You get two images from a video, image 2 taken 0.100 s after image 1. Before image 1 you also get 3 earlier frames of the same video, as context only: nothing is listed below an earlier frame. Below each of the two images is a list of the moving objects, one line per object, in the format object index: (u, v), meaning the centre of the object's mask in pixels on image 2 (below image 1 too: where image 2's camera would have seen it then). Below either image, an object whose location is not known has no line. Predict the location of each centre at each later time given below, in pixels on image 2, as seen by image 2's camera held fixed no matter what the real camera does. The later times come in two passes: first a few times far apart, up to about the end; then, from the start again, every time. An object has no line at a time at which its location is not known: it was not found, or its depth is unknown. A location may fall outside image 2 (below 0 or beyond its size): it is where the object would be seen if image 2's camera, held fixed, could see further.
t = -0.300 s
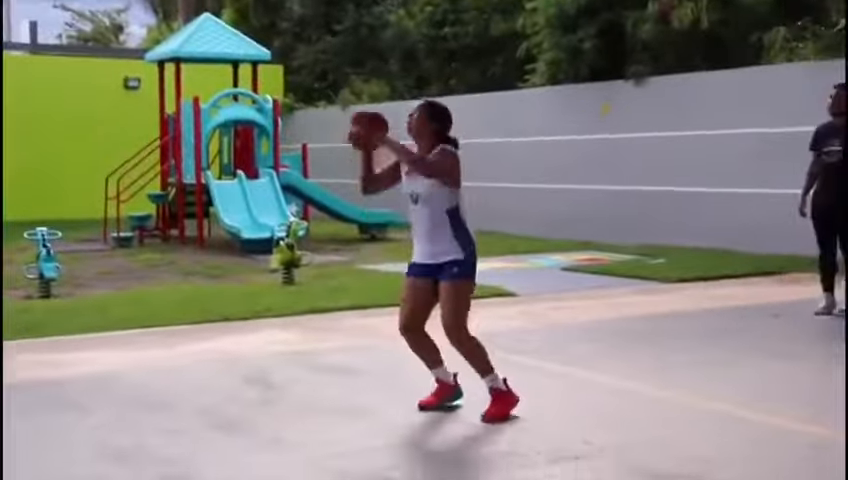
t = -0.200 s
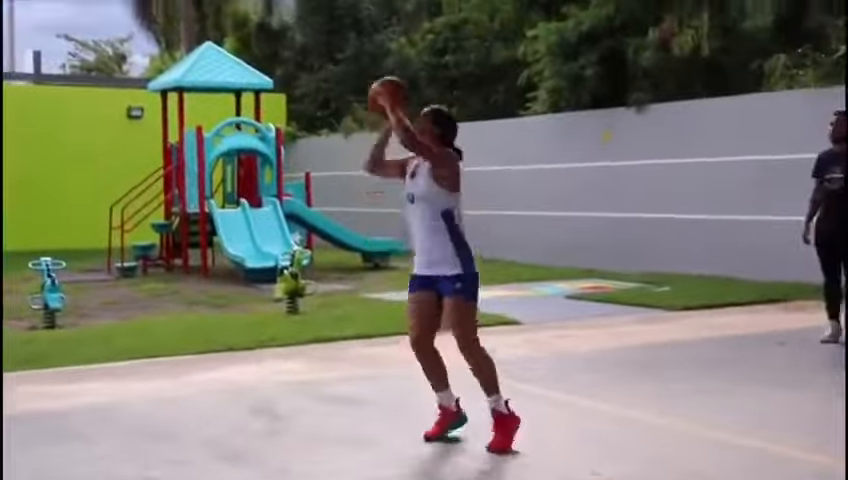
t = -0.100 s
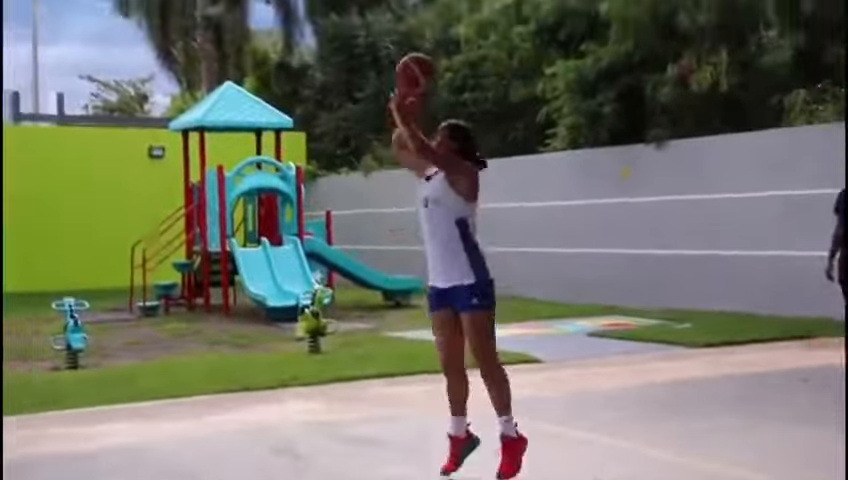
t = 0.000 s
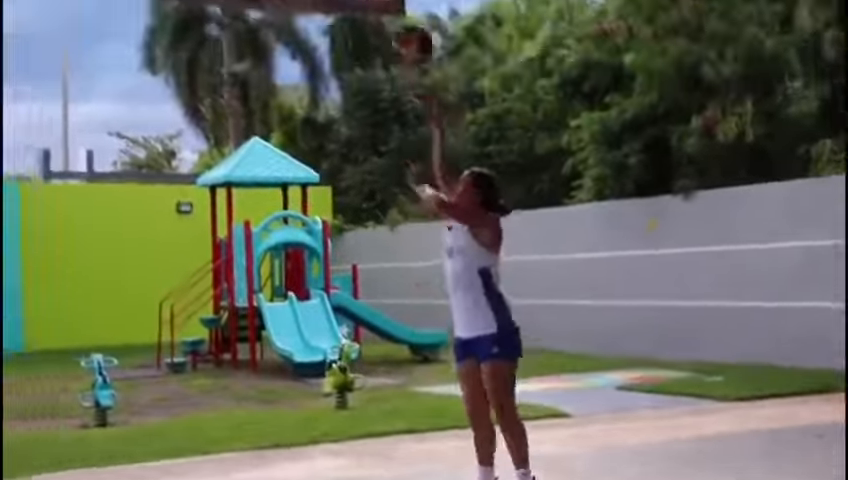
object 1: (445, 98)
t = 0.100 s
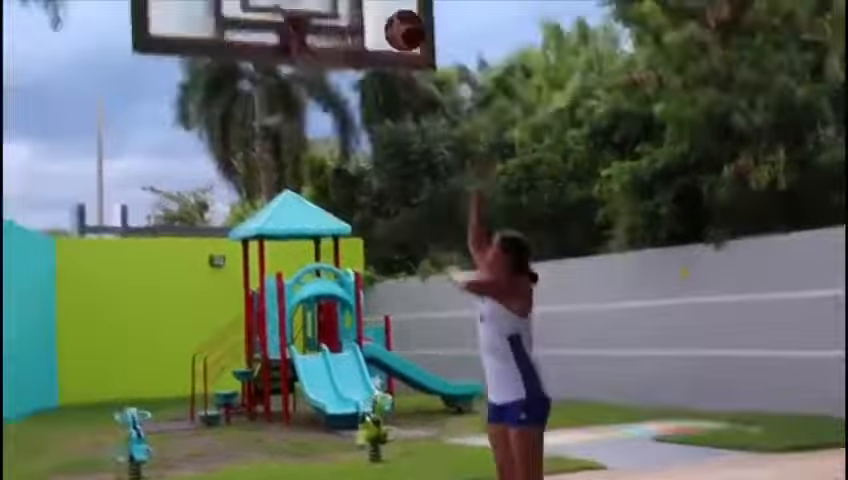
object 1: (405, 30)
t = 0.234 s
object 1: (358, -28)
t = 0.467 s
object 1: (324, -56)
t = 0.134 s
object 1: (393, 13)
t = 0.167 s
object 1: (381, -3)
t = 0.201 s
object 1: (369, -16)
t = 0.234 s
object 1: (358, -28)
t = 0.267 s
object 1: (346, -38)
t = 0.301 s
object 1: (337, -46)
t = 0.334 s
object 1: (331, -51)
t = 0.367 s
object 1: (329, -55)
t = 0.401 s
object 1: (327, -57)
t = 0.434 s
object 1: (325, -58)
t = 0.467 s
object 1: (324, -56)
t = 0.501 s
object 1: (321, -52)
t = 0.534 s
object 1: (320, -47)
